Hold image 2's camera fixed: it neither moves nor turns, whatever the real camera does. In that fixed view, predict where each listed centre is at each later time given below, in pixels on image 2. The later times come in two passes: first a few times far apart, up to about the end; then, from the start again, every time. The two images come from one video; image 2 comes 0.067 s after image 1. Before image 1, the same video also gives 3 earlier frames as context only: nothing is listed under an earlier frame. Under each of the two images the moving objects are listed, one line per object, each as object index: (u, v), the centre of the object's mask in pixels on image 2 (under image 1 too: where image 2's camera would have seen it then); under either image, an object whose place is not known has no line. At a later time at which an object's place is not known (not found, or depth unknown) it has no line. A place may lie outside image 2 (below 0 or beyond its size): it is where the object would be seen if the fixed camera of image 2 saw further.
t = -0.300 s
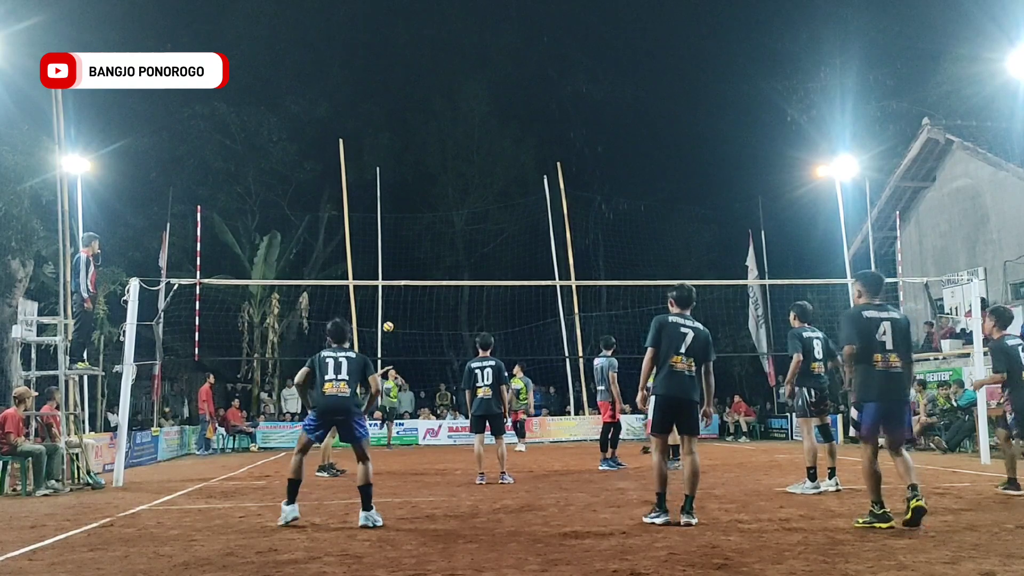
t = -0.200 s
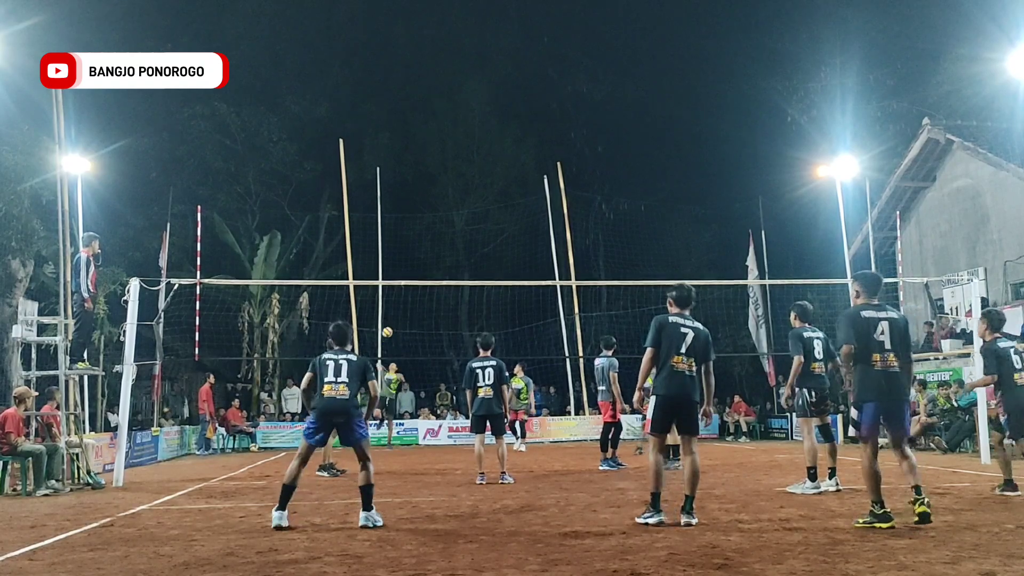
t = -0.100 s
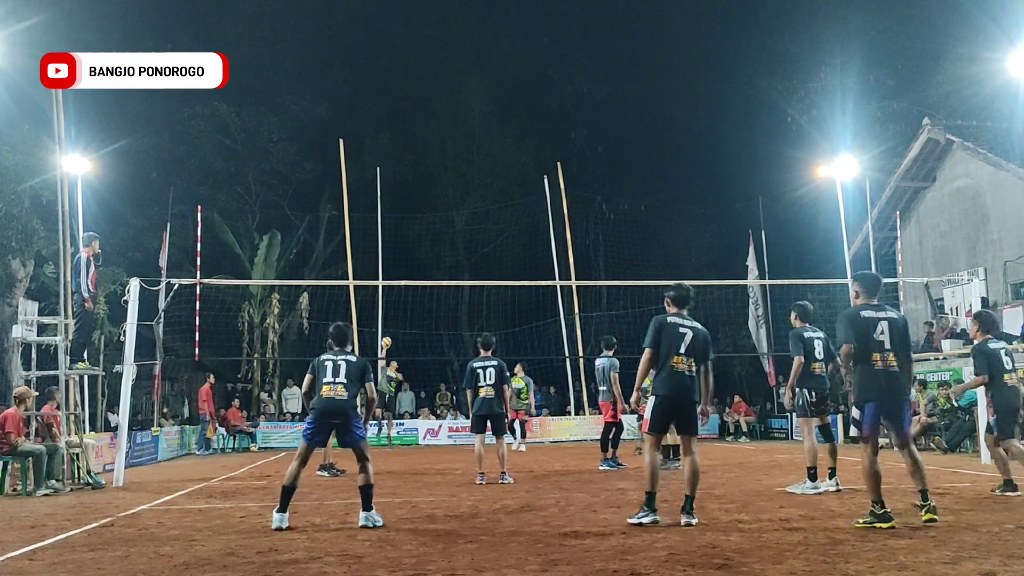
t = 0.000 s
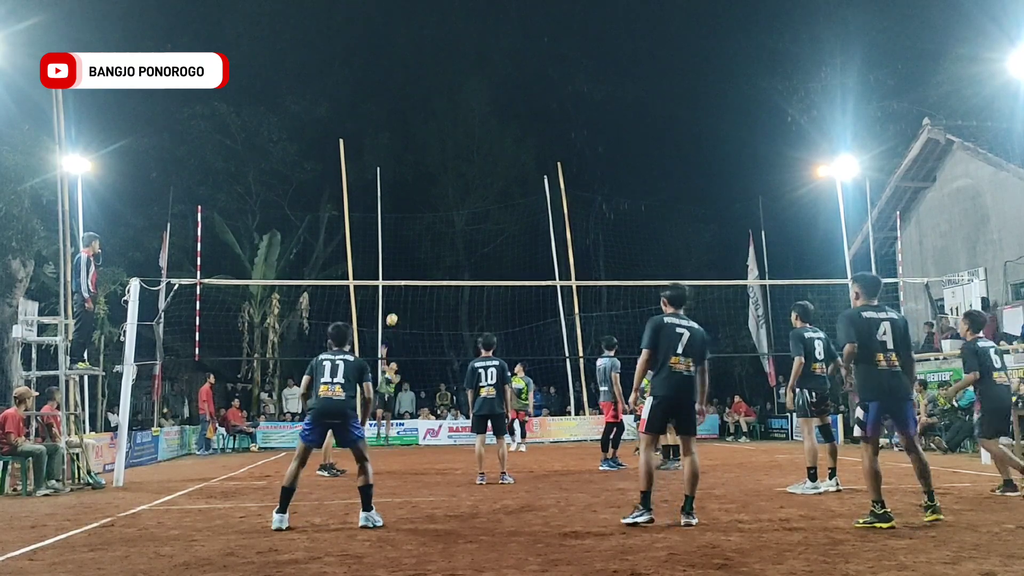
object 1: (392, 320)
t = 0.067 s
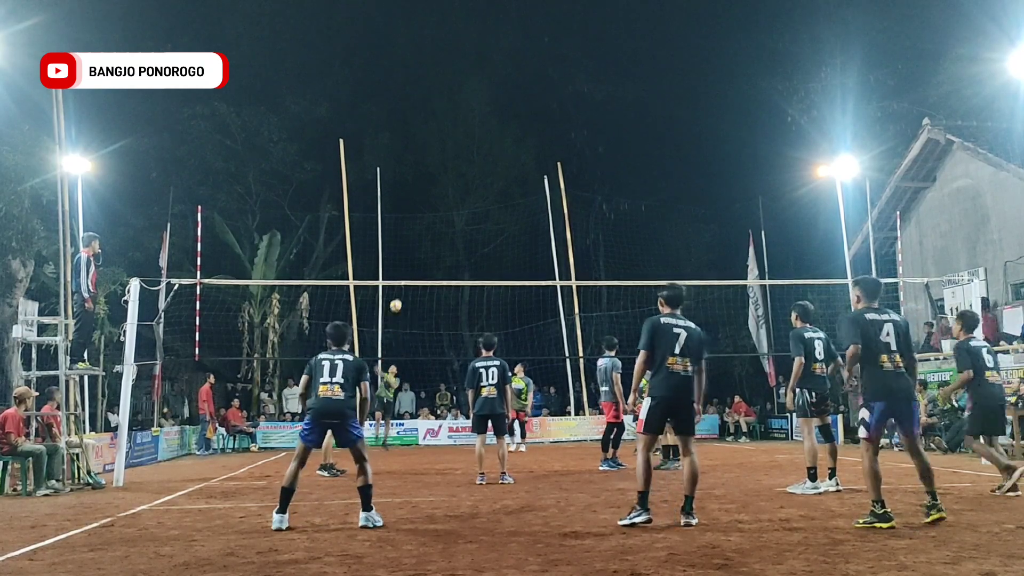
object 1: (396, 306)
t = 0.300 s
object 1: (413, 266)
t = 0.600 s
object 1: (448, 247)
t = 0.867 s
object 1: (503, 285)
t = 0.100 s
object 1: (398, 298)
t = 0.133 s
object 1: (400, 292)
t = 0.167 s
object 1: (402, 287)
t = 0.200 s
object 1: (405, 278)
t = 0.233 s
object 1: (407, 275)
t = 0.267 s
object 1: (409, 271)
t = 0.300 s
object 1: (413, 266)
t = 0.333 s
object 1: (416, 262)
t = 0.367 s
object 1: (419, 258)
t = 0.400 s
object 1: (423, 255)
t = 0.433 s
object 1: (426, 252)
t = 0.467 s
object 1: (430, 250)
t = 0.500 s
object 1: (434, 248)
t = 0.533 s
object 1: (438, 247)
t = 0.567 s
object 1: (443, 247)
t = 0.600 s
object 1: (448, 247)
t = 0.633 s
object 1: (454, 249)
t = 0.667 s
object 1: (460, 251)
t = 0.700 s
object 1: (466, 254)
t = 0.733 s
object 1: (473, 258)
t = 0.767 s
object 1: (479, 262)
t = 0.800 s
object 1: (487, 269)
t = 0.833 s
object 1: (495, 276)
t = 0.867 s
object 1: (503, 285)
